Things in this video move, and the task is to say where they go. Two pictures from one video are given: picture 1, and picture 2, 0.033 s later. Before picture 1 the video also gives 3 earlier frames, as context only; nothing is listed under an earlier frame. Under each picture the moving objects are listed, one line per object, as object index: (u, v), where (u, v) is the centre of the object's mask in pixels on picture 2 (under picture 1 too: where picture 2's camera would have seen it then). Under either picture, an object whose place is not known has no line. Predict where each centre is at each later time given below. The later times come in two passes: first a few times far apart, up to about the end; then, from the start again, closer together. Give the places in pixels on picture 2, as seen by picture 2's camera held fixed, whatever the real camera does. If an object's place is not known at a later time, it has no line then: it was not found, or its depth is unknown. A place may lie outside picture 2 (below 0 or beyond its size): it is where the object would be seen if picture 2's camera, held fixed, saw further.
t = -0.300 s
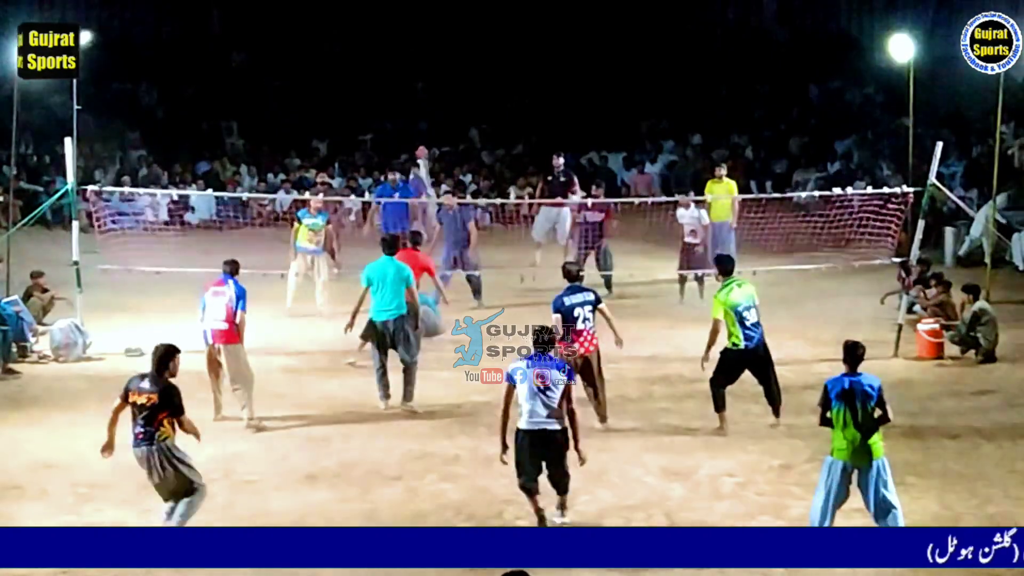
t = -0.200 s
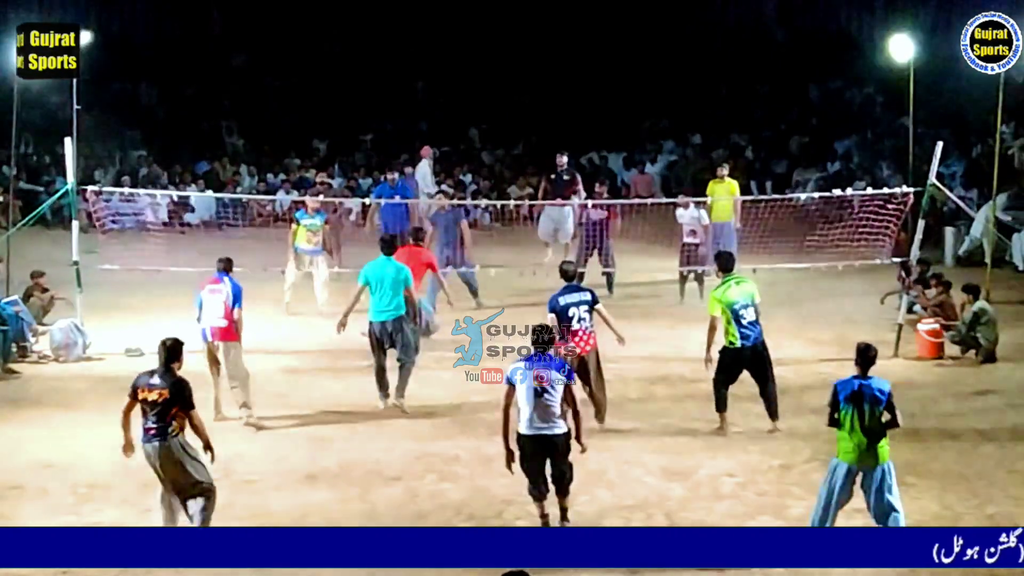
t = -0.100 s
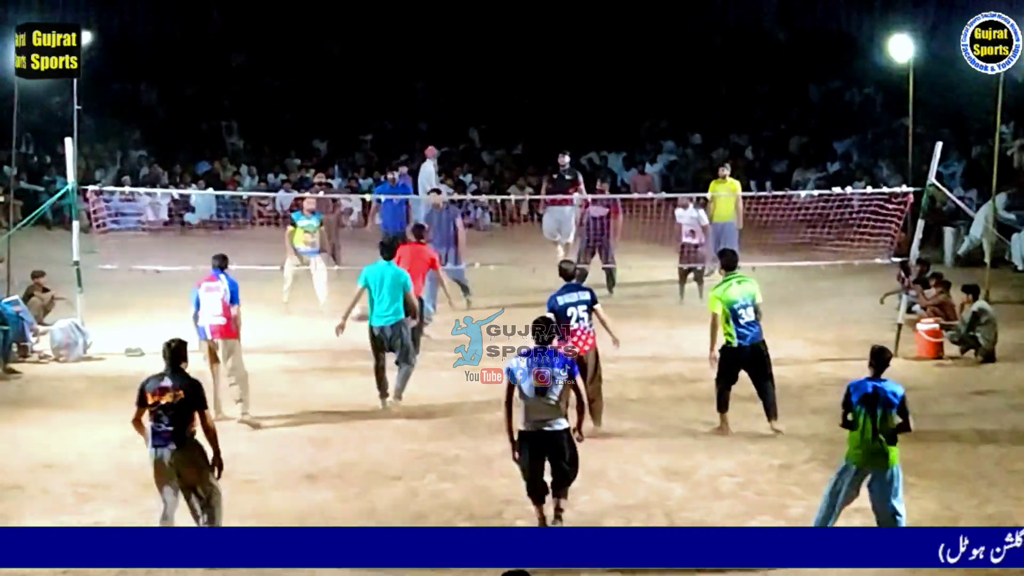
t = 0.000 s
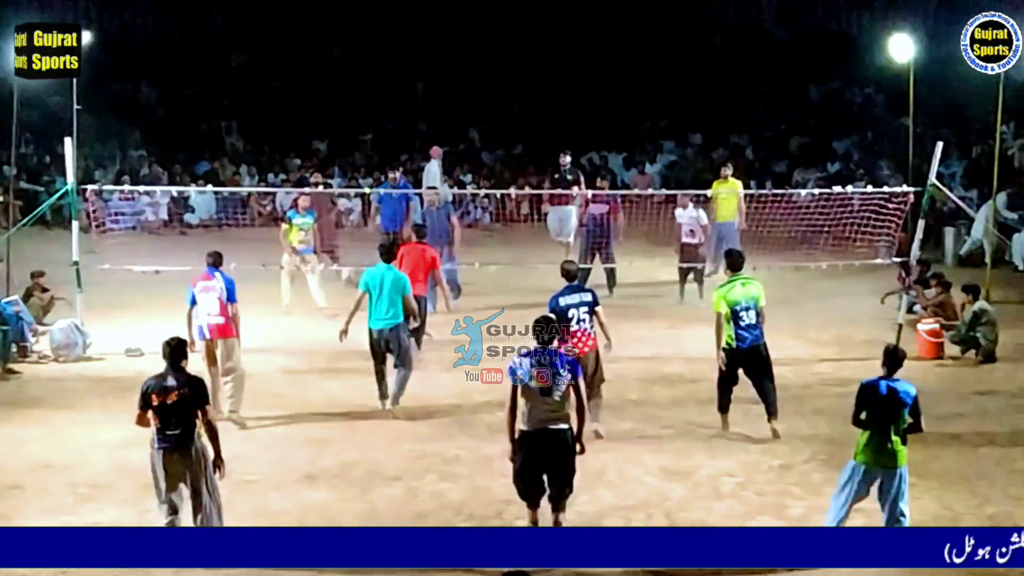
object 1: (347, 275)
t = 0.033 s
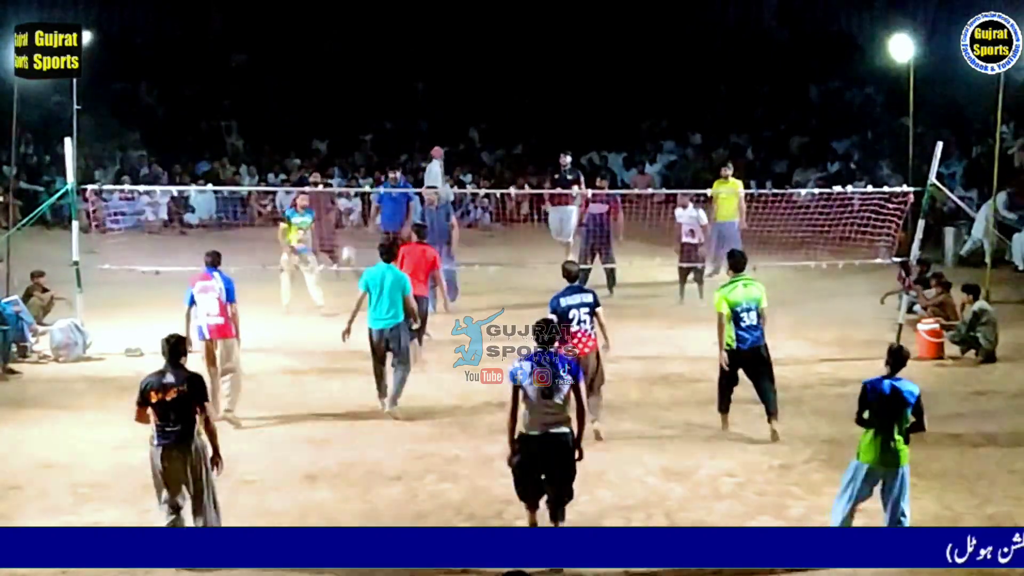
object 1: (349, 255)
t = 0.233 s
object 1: (366, 147)
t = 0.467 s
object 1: (387, 66)
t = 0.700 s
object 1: (406, 31)
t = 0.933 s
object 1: (426, 37)
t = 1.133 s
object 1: (442, 74)
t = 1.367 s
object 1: (460, 150)
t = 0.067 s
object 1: (351, 234)
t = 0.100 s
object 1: (354, 216)
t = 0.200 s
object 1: (363, 162)
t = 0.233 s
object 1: (366, 147)
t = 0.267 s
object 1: (369, 133)
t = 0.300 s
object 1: (372, 119)
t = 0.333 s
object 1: (375, 107)
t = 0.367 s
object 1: (378, 95)
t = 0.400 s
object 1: (381, 84)
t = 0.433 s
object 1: (384, 75)
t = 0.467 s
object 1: (387, 66)
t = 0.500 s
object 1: (389, 58)
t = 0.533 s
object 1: (392, 51)
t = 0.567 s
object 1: (395, 45)
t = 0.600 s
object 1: (398, 41)
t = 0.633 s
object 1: (401, 36)
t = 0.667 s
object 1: (404, 33)
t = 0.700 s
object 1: (406, 31)
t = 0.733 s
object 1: (409, 29)
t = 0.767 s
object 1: (412, 28)
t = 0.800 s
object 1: (415, 28)
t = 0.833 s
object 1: (417, 29)
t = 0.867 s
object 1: (420, 31)
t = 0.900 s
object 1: (423, 33)
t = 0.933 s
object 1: (426, 37)
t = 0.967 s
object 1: (428, 41)
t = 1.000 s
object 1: (431, 47)
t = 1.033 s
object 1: (434, 52)
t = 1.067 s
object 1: (437, 59)
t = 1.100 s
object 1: (439, 66)
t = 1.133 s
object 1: (442, 74)
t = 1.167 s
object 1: (444, 83)
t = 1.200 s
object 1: (447, 92)
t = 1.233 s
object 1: (450, 103)
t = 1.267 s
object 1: (452, 113)
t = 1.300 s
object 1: (455, 125)
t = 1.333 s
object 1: (457, 137)
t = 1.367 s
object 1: (460, 150)
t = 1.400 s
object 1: (462, 164)
